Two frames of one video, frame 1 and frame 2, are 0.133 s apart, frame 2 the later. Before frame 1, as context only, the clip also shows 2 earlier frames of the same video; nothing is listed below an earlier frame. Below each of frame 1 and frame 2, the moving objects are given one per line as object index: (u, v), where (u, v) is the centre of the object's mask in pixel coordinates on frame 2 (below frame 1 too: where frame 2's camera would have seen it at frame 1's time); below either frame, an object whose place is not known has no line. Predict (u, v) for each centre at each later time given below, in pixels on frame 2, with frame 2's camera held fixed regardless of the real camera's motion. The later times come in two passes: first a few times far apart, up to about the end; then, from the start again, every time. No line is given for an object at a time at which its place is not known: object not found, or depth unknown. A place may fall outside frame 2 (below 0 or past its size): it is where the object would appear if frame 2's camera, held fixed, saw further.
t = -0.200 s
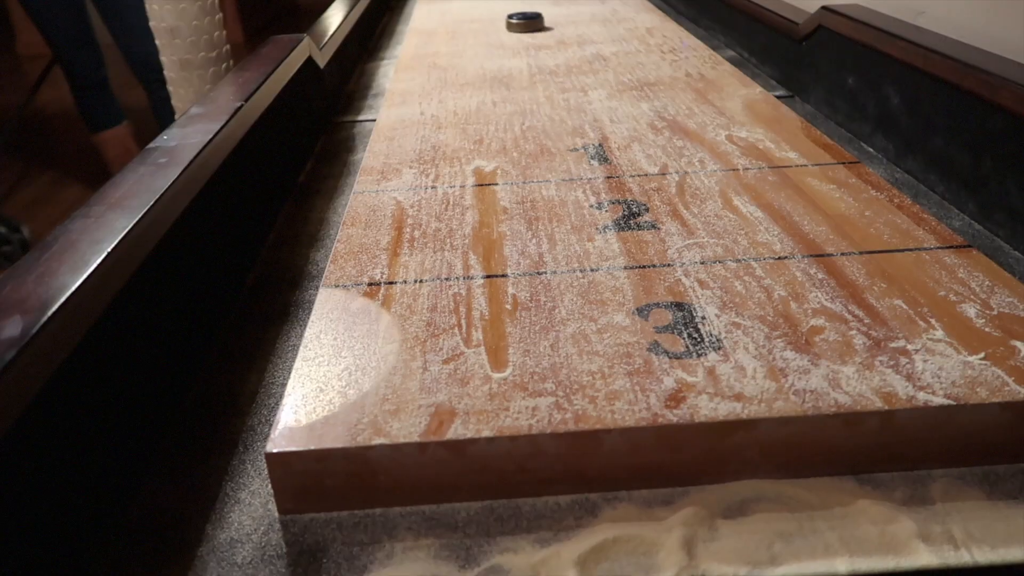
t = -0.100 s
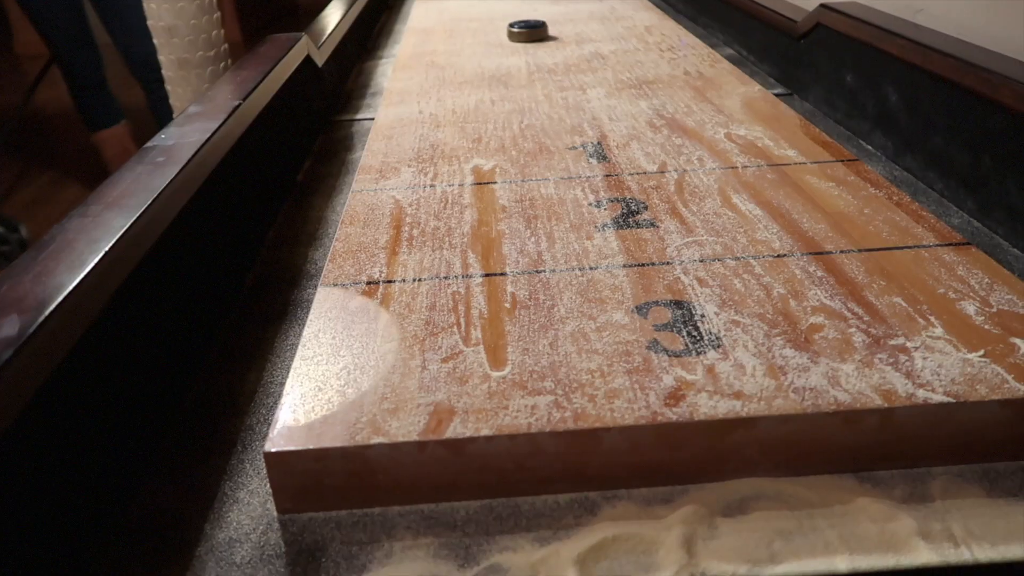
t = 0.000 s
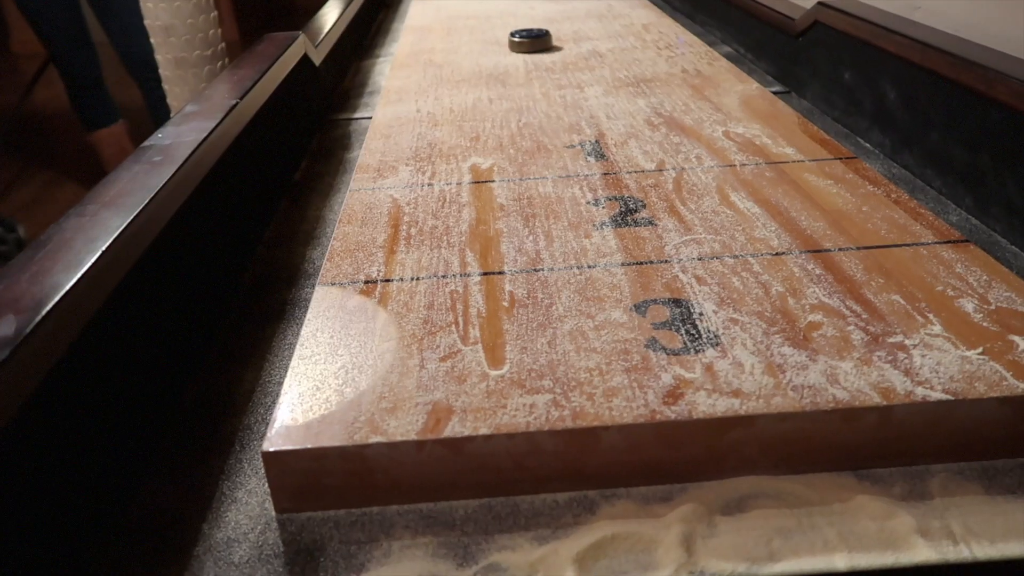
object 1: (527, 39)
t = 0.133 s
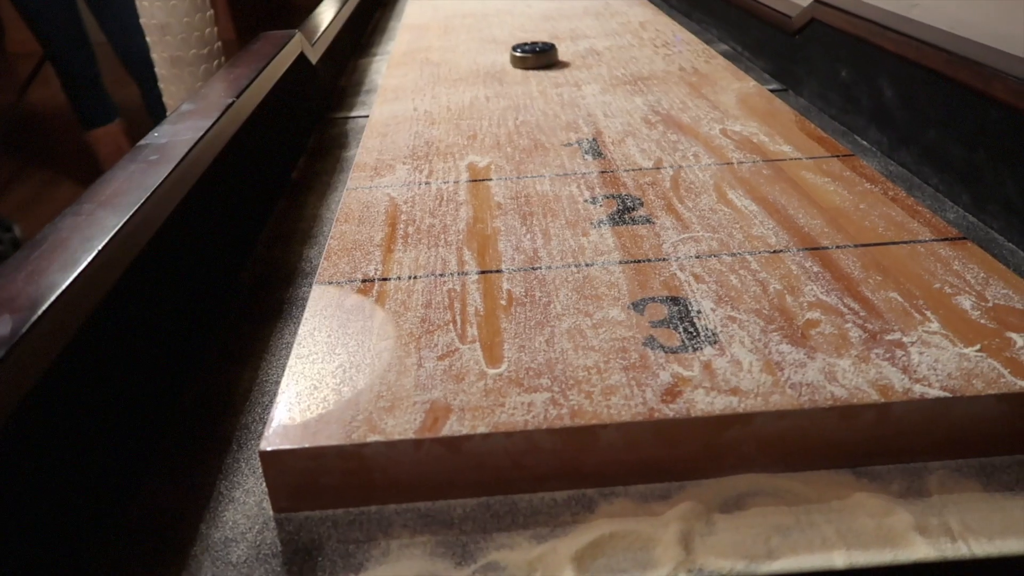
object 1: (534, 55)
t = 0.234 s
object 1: (540, 69)
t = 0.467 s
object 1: (555, 105)
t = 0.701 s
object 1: (573, 151)
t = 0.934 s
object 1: (595, 207)
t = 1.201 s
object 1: (625, 288)
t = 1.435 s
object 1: (657, 374)
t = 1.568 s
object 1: (675, 441)
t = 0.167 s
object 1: (536, 60)
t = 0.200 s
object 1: (538, 64)
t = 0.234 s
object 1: (540, 69)
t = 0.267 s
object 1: (542, 74)
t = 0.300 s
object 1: (544, 79)
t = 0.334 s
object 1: (546, 84)
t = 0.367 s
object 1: (548, 89)
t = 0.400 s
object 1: (550, 94)
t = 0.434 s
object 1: (552, 100)
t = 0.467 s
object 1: (555, 105)
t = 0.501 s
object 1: (557, 111)
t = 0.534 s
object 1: (560, 118)
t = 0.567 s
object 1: (562, 124)
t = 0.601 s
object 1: (565, 130)
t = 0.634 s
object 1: (567, 137)
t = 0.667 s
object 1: (570, 144)
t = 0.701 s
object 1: (573, 151)
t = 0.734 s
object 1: (576, 158)
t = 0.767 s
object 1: (579, 166)
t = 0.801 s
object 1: (581, 173)
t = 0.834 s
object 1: (585, 182)
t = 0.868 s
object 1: (588, 190)
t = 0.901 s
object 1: (592, 199)
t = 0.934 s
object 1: (595, 207)
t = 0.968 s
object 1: (598, 217)
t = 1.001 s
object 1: (602, 226)
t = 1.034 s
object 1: (605, 236)
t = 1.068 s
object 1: (609, 246)
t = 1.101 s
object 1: (613, 256)
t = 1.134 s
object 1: (617, 267)
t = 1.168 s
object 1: (621, 277)
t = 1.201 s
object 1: (625, 288)
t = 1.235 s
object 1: (629, 300)
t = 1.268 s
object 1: (634, 312)
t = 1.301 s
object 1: (638, 324)
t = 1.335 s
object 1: (643, 336)
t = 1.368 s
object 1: (648, 348)
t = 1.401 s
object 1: (653, 362)
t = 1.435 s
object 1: (657, 374)
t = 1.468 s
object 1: (662, 386)
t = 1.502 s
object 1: (666, 401)
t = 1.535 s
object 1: (671, 418)
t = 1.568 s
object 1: (675, 441)
